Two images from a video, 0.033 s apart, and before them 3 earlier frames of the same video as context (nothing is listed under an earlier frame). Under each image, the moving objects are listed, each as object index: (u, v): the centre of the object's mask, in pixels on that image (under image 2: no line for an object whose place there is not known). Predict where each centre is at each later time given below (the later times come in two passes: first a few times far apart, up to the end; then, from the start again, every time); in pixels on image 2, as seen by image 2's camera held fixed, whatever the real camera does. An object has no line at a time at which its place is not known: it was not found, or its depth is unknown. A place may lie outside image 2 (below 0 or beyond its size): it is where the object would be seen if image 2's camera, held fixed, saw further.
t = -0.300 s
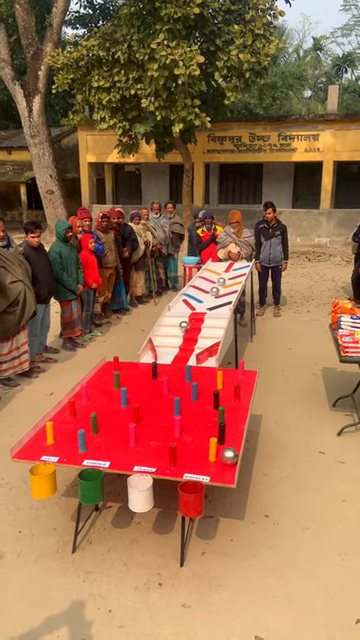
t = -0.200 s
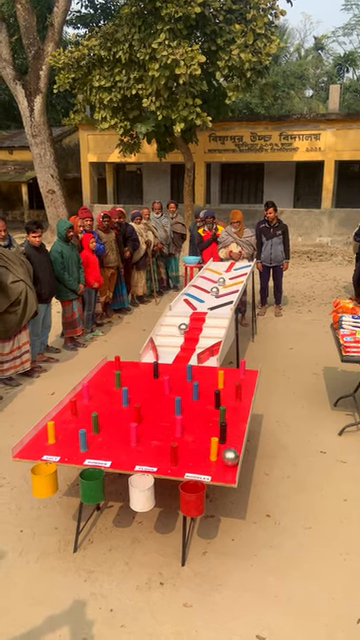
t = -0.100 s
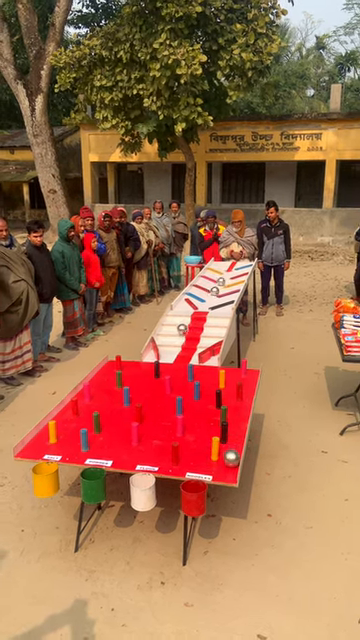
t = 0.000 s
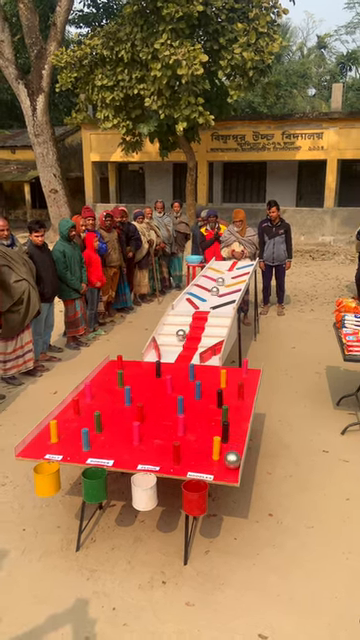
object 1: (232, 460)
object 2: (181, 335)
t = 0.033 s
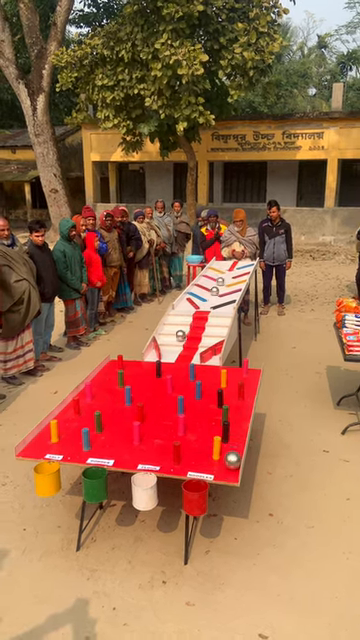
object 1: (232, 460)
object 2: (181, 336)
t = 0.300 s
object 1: (230, 467)
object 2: (172, 340)
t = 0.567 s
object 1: (228, 478)
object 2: (164, 347)
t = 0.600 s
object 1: (228, 482)
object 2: (165, 347)
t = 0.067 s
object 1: (232, 461)
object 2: (180, 336)
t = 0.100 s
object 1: (232, 462)
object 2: (178, 336)
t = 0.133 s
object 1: (232, 462)
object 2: (178, 338)
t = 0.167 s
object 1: (232, 463)
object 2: (177, 337)
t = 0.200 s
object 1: (232, 464)
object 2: (175, 338)
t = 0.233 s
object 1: (231, 465)
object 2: (174, 338)
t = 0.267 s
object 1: (231, 466)
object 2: (173, 339)
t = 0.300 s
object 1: (230, 467)
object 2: (172, 340)
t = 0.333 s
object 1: (230, 469)
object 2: (171, 342)
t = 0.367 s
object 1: (230, 470)
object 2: (169, 344)
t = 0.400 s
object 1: (230, 471)
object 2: (168, 345)
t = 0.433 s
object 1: (229, 472)
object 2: (167, 345)
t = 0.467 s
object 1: (229, 474)
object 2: (165, 345)
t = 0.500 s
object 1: (229, 475)
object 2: (165, 346)
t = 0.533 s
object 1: (228, 476)
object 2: (164, 346)
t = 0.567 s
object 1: (228, 478)
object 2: (164, 347)
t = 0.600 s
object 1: (228, 482)
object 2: (165, 347)
